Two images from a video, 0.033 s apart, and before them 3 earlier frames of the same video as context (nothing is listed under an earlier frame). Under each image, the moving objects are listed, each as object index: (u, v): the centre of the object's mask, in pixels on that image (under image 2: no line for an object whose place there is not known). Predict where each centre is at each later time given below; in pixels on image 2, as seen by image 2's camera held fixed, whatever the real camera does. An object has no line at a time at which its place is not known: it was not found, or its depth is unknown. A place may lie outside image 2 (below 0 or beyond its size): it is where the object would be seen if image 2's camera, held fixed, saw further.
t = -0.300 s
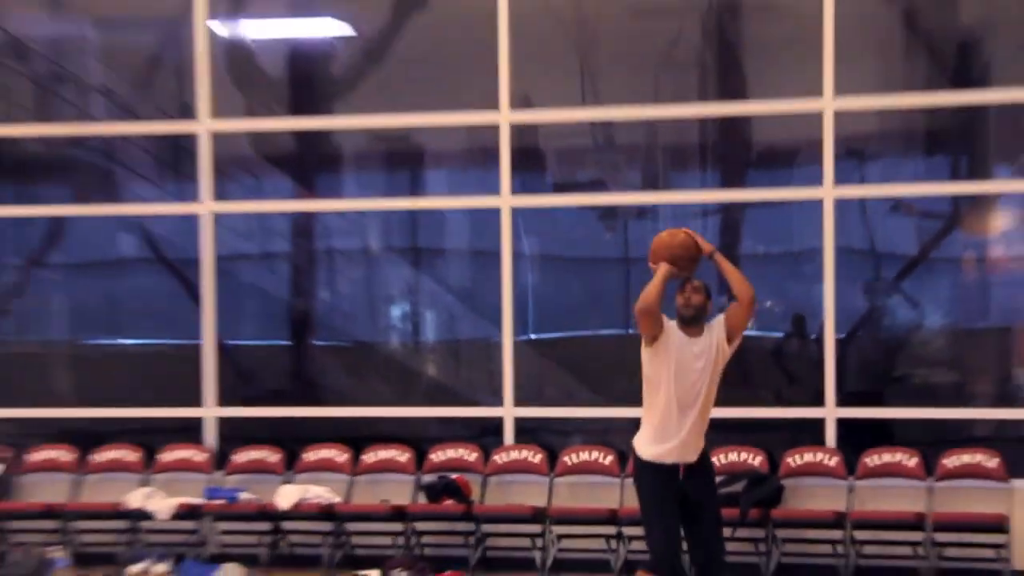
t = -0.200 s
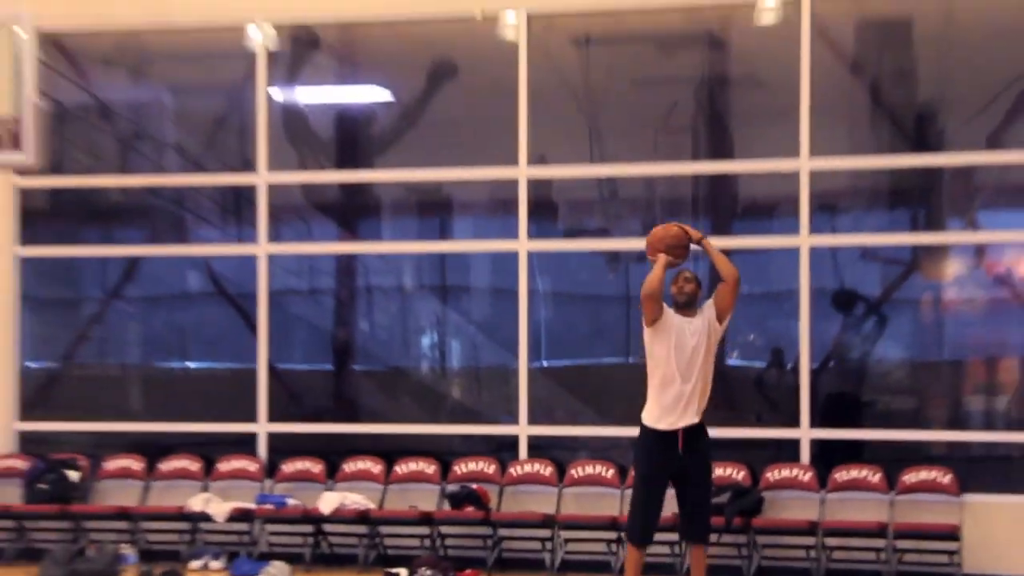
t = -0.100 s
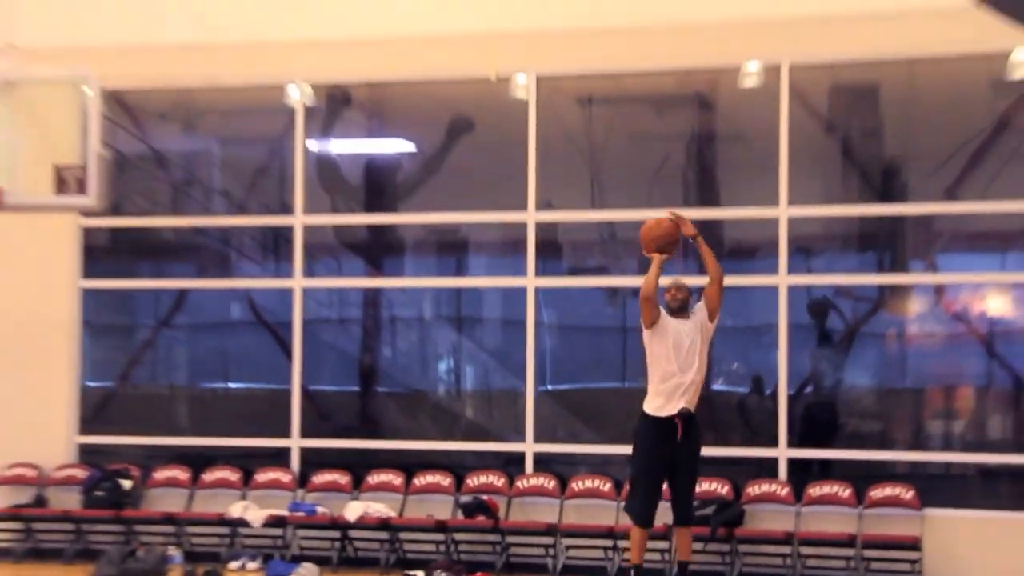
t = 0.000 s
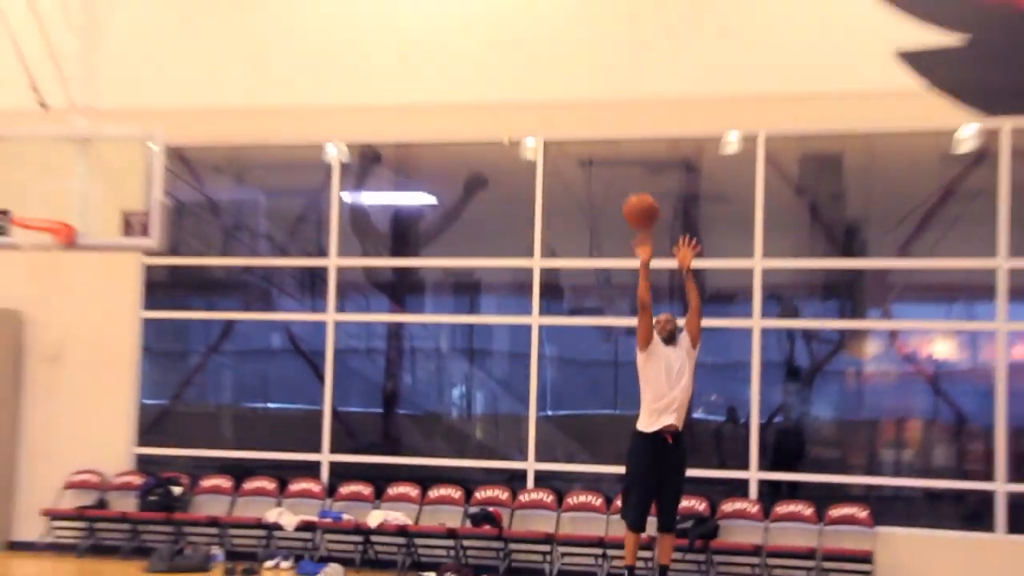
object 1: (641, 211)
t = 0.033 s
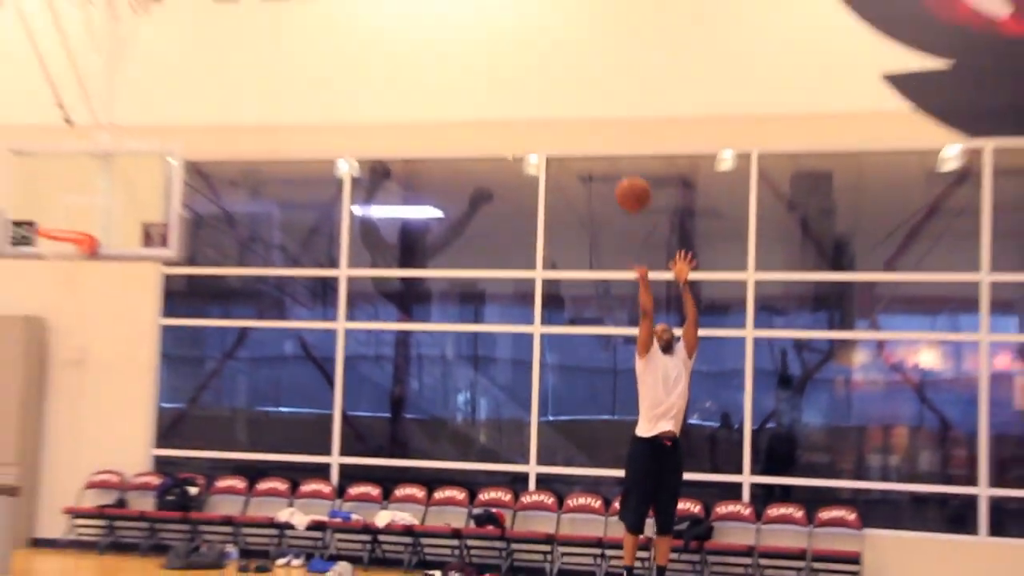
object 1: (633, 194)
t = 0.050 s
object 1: (631, 179)
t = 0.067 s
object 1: (628, 163)
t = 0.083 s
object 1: (625, 147)
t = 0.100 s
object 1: (622, 131)
